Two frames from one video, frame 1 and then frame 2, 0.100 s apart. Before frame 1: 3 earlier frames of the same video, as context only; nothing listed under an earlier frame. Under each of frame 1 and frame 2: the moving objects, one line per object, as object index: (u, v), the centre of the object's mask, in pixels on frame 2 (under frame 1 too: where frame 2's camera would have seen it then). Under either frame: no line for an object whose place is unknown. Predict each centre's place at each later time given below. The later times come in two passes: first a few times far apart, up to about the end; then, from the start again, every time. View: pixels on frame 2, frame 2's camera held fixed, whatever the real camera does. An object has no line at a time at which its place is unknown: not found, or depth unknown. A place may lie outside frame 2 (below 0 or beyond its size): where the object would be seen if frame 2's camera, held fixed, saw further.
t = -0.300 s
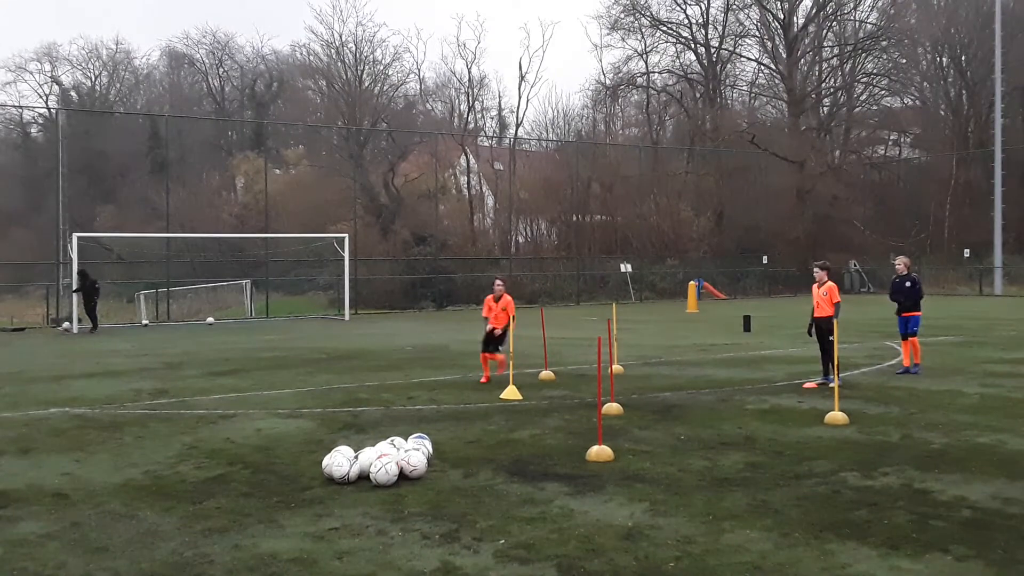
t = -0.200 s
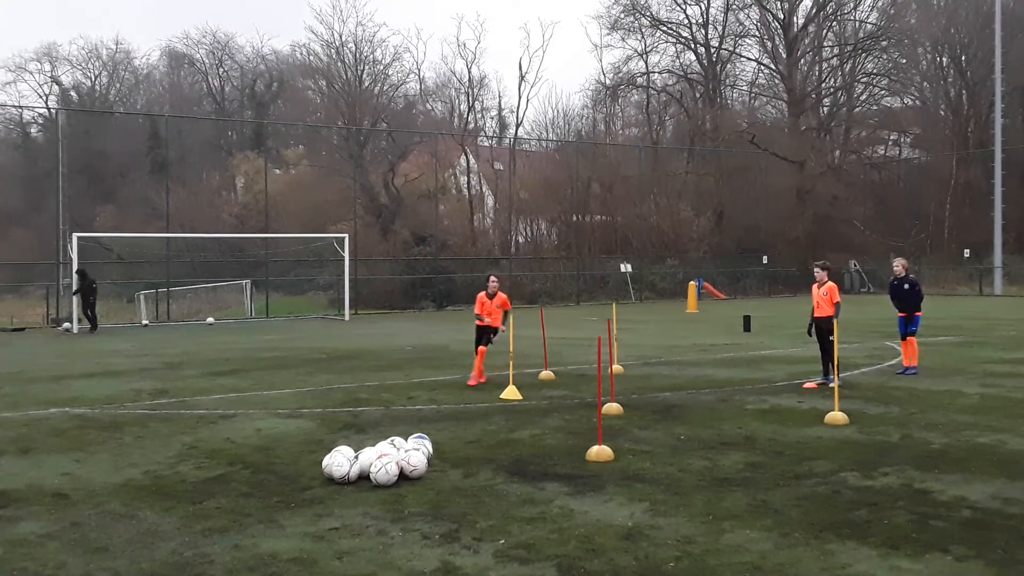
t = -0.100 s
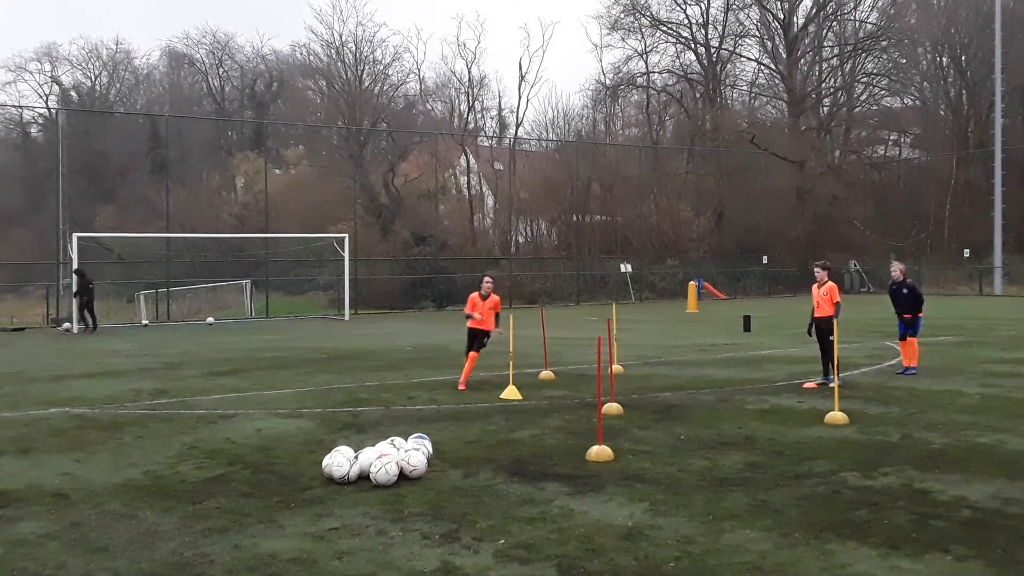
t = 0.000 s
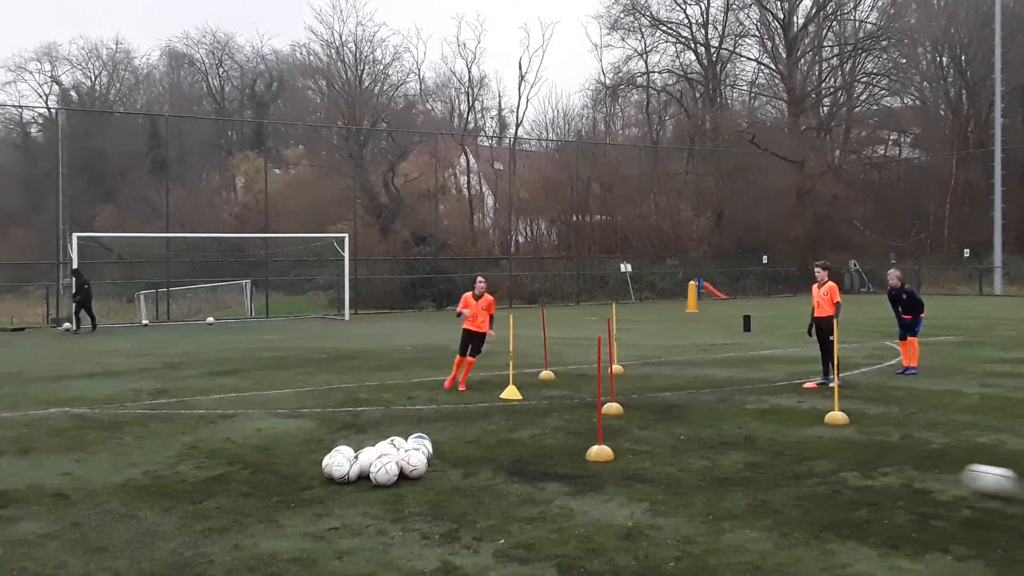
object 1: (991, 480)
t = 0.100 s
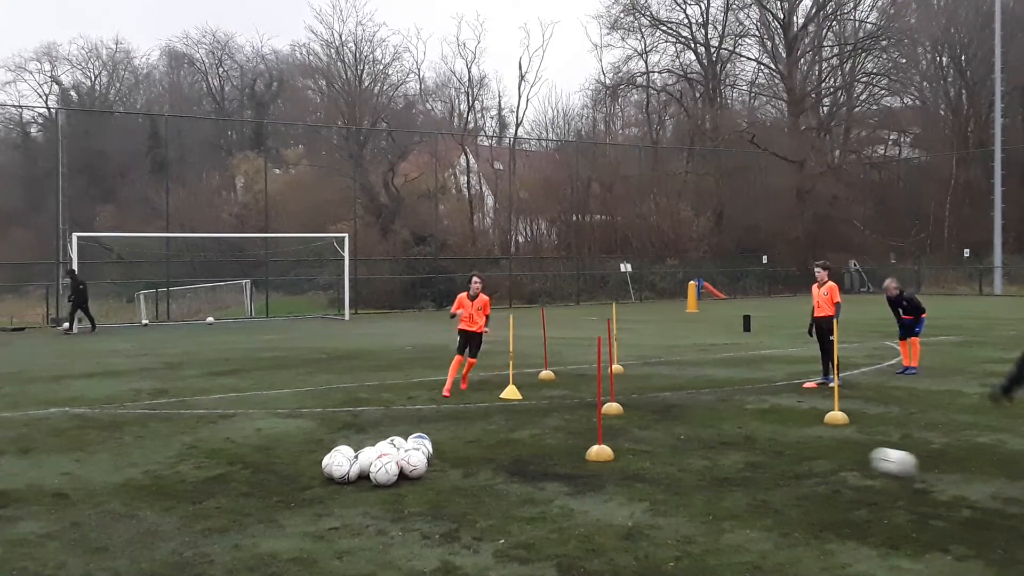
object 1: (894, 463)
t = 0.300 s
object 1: (752, 440)
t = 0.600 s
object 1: (629, 416)
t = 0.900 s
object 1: (550, 407)
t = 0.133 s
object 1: (866, 458)
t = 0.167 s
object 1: (840, 455)
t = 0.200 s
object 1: (816, 451)
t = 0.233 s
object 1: (793, 447)
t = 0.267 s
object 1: (772, 444)
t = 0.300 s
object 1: (752, 440)
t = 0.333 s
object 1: (734, 435)
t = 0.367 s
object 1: (717, 432)
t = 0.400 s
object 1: (701, 430)
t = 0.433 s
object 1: (686, 429)
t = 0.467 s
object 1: (674, 425)
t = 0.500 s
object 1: (662, 419)
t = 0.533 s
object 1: (651, 416)
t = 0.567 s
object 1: (640, 414)
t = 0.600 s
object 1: (629, 416)
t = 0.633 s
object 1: (619, 417)
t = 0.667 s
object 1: (612, 414)
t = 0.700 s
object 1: (601, 411)
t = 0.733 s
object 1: (589, 411)
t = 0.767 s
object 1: (583, 411)
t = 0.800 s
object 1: (575, 410)
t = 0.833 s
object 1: (566, 407)
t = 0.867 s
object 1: (558, 406)
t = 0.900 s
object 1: (550, 407)
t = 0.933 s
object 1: (543, 404)
